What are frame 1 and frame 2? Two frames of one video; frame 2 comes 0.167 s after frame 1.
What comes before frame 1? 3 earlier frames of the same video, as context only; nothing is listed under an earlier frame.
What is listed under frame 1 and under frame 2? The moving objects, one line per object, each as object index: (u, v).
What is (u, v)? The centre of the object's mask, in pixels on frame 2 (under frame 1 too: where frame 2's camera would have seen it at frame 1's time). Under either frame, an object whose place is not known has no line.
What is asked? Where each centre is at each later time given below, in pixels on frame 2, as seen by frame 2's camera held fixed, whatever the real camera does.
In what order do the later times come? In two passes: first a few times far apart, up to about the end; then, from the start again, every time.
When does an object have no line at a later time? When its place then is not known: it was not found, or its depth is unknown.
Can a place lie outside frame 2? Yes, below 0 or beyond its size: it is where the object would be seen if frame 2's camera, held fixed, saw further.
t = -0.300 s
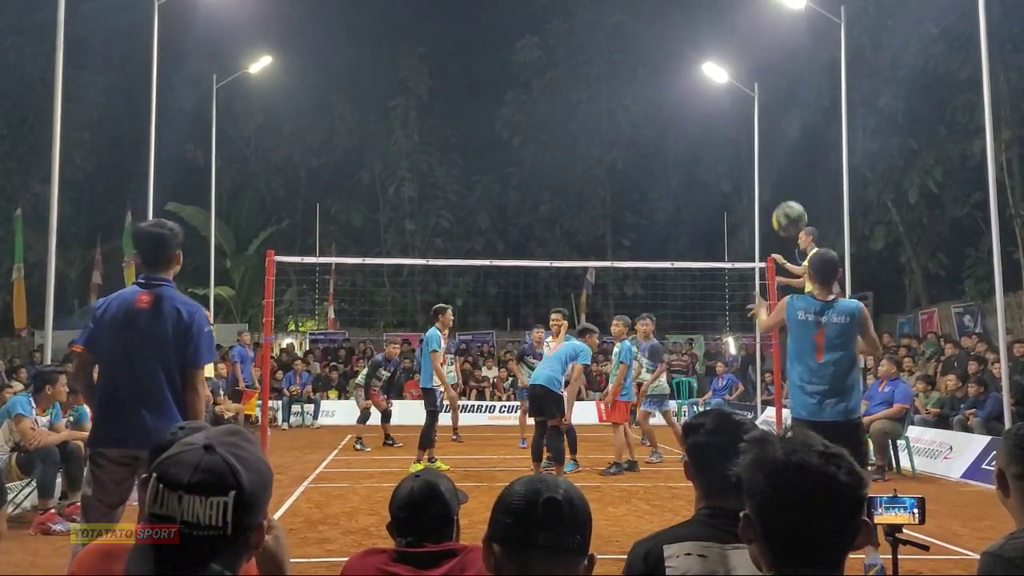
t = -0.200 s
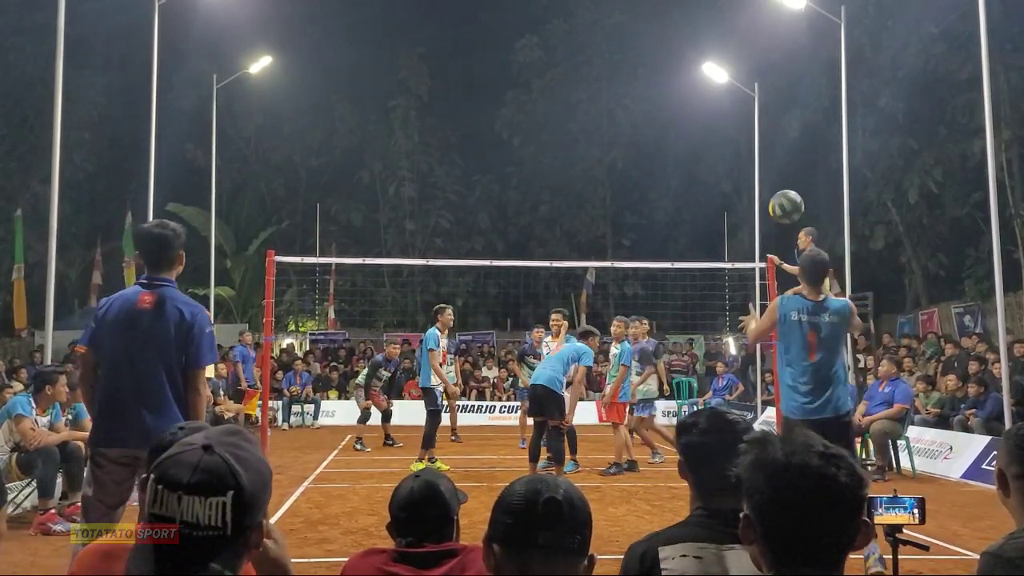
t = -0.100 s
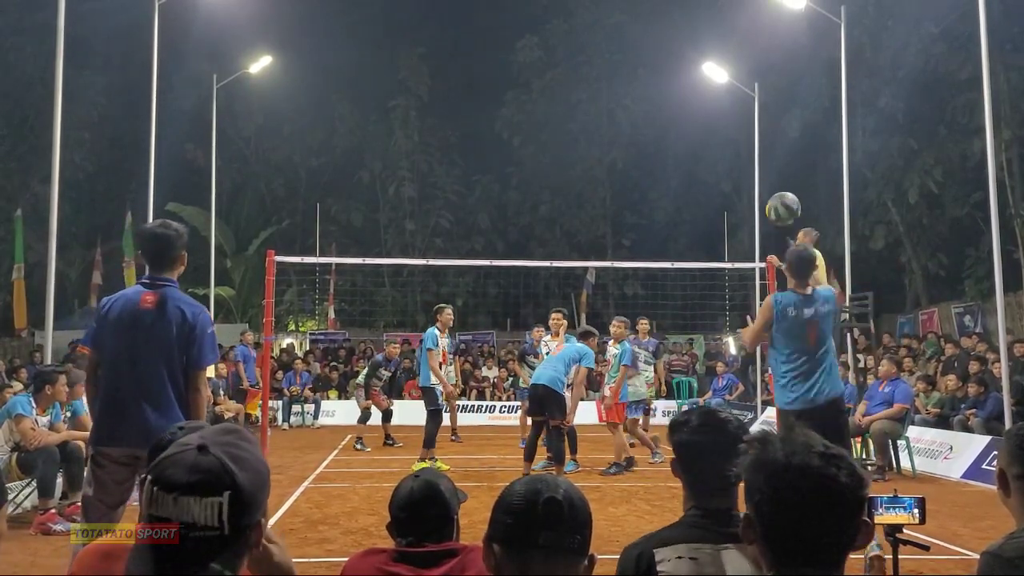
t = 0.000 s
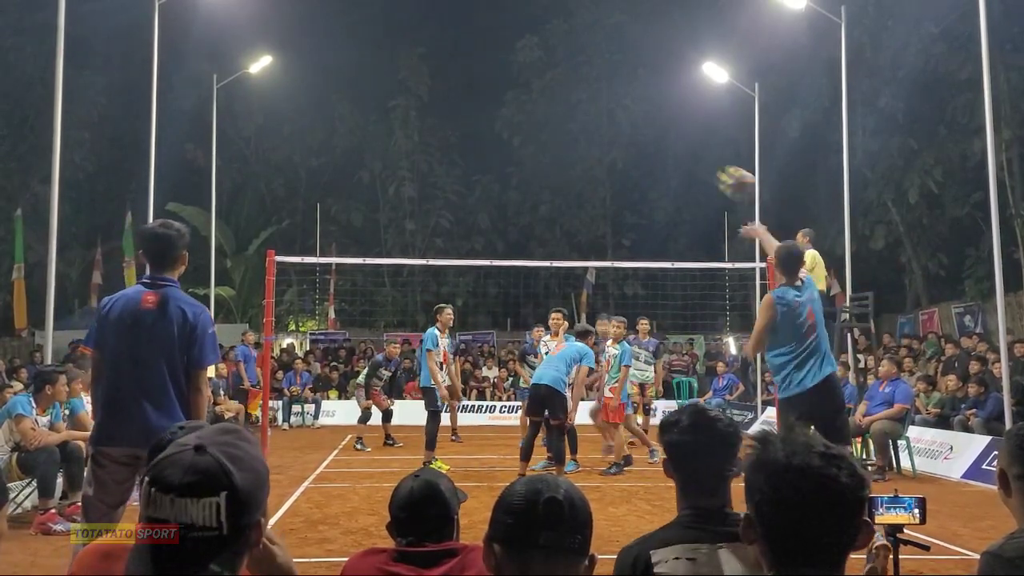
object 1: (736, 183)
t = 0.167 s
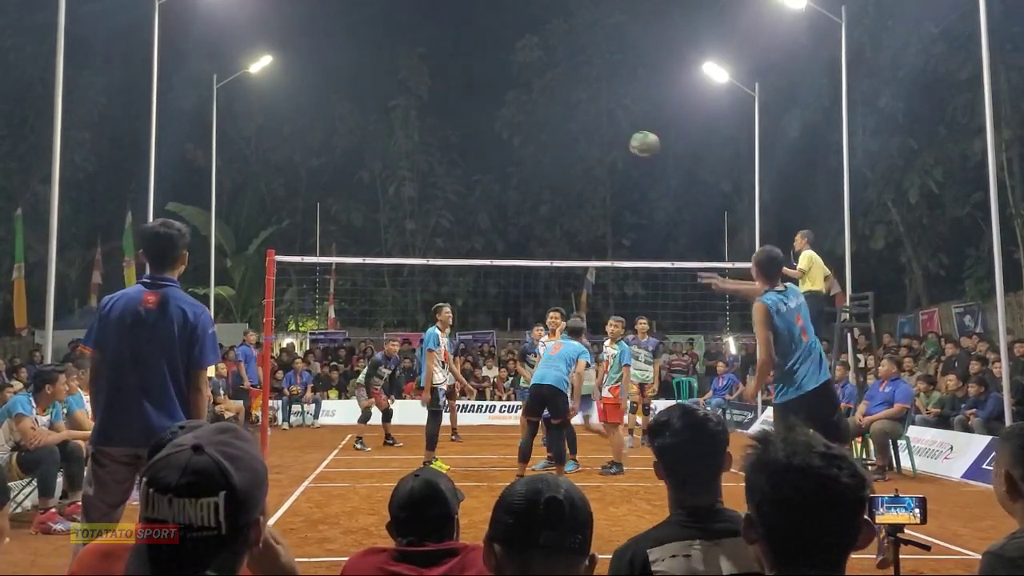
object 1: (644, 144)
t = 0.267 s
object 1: (605, 140)
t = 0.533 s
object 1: (535, 168)
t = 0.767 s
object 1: (492, 222)
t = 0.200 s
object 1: (631, 142)
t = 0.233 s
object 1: (617, 140)
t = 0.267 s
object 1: (605, 140)
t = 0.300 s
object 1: (595, 141)
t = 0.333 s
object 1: (585, 142)
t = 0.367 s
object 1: (575, 145)
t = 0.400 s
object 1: (566, 147)
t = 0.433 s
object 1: (558, 151)
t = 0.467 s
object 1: (549, 156)
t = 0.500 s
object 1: (542, 161)
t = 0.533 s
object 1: (535, 168)
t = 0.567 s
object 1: (528, 174)
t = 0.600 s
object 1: (521, 181)
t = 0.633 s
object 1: (515, 189)
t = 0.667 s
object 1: (508, 196)
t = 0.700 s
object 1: (503, 204)
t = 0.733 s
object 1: (497, 214)
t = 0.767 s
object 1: (492, 222)
